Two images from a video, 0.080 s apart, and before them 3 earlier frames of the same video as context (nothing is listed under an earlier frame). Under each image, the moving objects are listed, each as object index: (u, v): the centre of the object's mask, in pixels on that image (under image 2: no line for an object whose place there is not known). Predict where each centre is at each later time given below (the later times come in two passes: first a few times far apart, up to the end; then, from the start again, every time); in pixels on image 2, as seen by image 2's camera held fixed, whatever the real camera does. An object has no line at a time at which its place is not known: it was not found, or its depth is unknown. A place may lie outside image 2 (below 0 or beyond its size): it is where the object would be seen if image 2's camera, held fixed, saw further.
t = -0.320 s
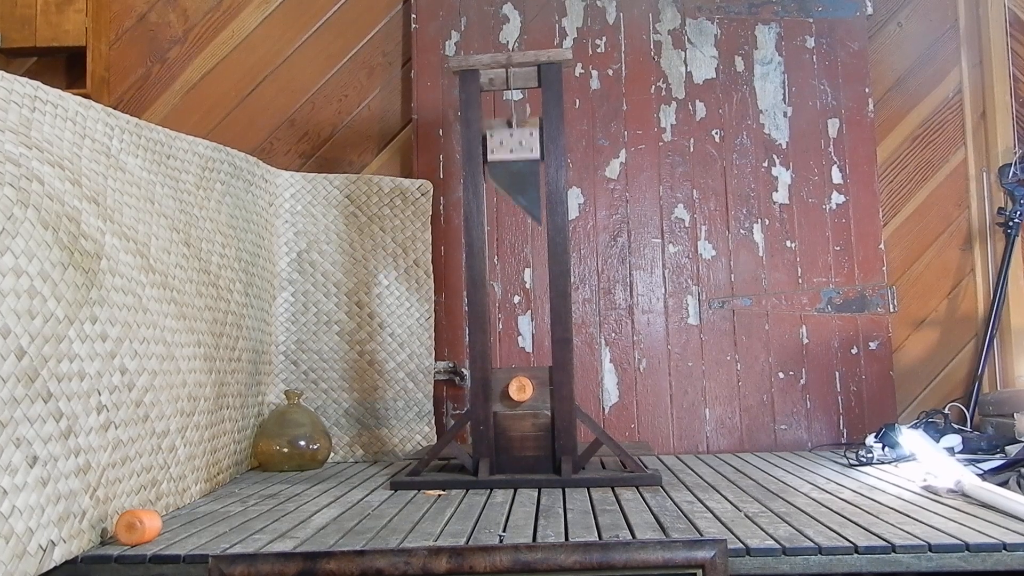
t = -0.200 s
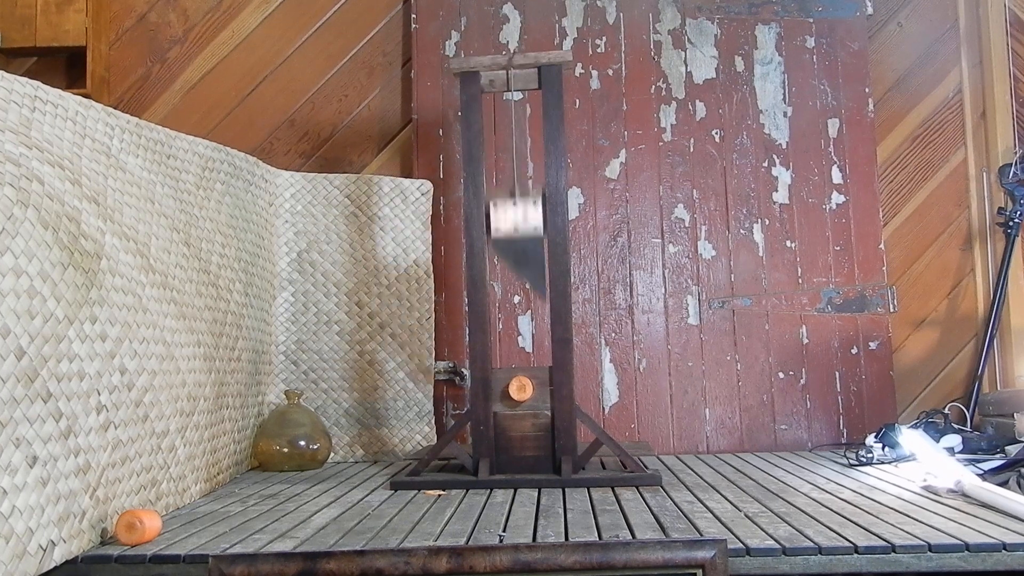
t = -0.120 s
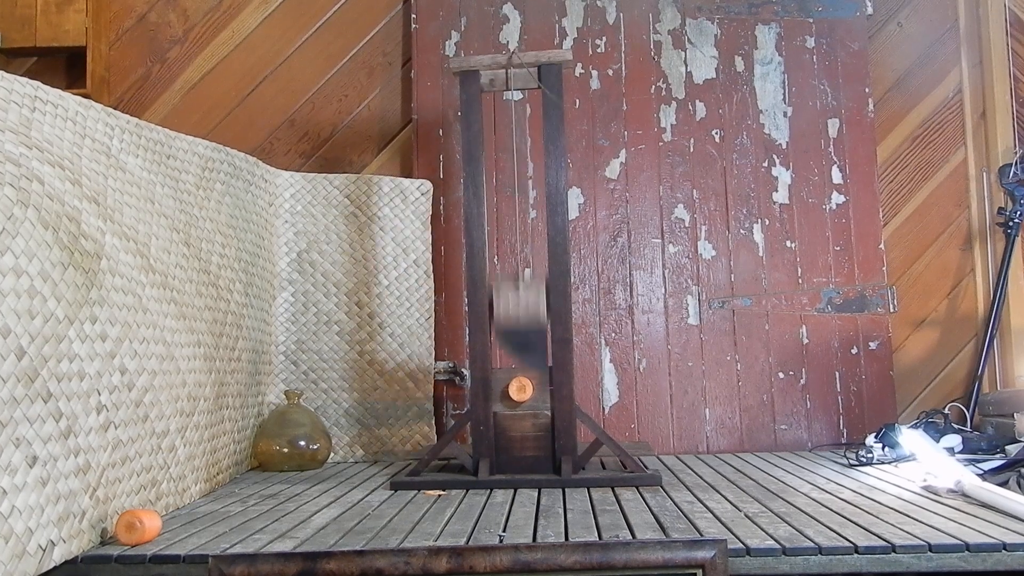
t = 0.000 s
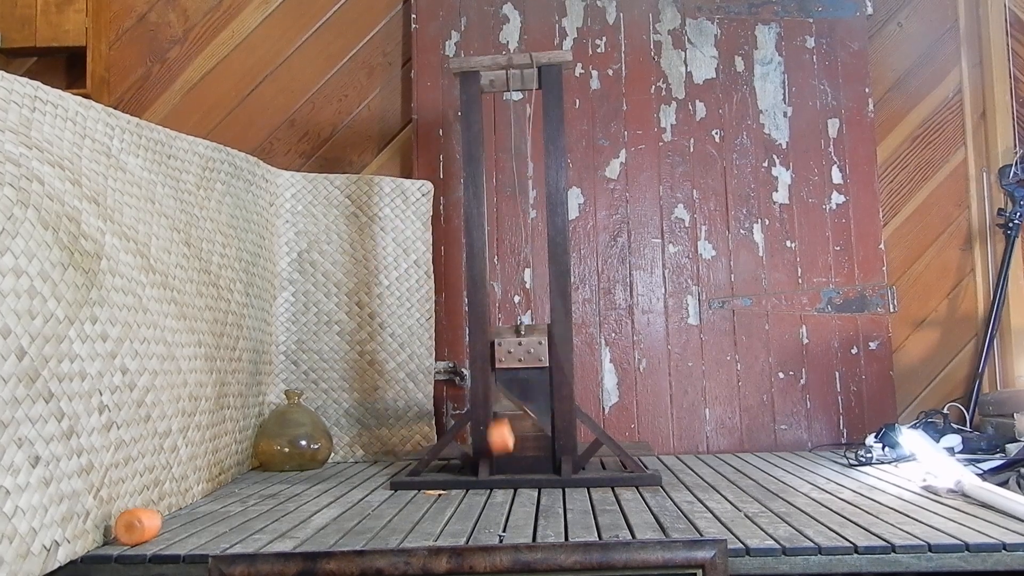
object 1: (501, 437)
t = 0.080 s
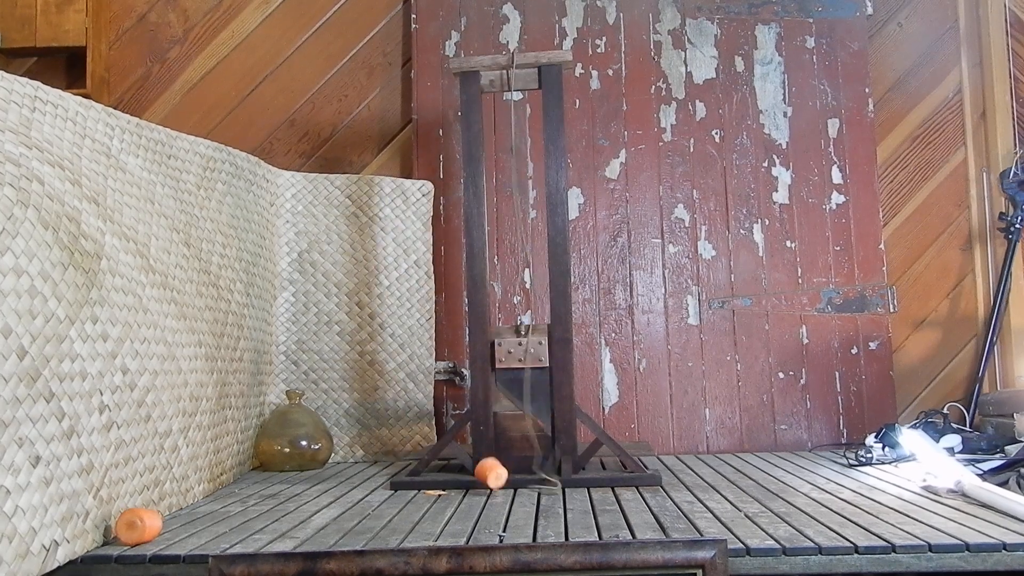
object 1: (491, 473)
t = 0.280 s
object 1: (498, 489)
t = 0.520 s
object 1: (502, 501)
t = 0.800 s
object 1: (529, 508)
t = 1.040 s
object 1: (546, 511)
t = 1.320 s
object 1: (565, 514)
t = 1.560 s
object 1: (573, 513)
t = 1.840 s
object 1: (572, 513)
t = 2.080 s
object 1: (565, 513)
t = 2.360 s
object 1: (556, 512)
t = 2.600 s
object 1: (551, 511)
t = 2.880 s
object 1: (557, 512)
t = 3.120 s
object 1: (559, 513)
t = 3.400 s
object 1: (558, 513)
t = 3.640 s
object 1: (557, 513)
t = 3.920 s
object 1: (558, 513)
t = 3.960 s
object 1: (558, 513)
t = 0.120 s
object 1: (491, 469)
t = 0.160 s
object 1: (492, 474)
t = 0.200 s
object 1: (493, 488)
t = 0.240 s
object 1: (495, 485)
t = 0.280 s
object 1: (498, 489)
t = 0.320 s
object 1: (499, 491)
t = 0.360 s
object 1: (498, 488)
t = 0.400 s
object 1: (498, 495)
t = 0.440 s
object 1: (498, 500)
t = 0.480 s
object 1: (500, 500)
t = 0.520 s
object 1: (502, 501)
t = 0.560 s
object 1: (503, 504)
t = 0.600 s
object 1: (507, 506)
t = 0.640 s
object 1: (512, 506)
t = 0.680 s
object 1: (516, 506)
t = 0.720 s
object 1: (523, 507)
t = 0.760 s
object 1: (527, 507)
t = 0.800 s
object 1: (529, 508)
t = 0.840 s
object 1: (532, 508)
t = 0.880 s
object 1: (534, 509)
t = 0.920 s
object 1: (537, 509)
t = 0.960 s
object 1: (539, 510)
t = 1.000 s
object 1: (542, 510)
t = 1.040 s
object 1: (546, 511)
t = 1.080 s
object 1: (551, 511)
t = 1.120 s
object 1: (554, 512)
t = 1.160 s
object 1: (558, 513)
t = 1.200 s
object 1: (562, 512)
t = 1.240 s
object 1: (564, 512)
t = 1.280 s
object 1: (565, 512)
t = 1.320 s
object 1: (565, 514)
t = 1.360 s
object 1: (569, 513)
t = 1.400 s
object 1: (570, 513)
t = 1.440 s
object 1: (572, 513)
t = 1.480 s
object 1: (572, 513)
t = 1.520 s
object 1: (573, 513)
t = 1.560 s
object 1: (573, 513)
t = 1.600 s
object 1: (573, 513)
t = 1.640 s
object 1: (573, 513)
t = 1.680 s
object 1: (573, 513)
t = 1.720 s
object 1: (573, 513)
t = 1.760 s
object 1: (573, 513)
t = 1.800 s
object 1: (572, 513)
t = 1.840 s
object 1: (572, 513)
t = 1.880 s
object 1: (571, 513)
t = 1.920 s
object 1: (570, 513)
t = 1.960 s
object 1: (569, 513)
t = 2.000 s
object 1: (567, 513)
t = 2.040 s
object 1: (566, 513)
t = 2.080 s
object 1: (565, 513)
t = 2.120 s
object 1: (564, 513)
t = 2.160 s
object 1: (563, 513)
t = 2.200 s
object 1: (562, 513)
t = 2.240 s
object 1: (561, 512)
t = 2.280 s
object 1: (560, 512)
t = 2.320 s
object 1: (558, 512)
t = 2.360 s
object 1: (556, 512)
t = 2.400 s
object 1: (554, 512)
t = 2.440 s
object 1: (553, 512)
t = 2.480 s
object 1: (552, 511)
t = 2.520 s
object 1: (551, 511)
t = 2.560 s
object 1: (551, 511)
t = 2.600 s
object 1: (551, 511)
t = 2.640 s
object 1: (552, 511)
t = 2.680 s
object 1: (552, 511)
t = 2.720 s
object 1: (553, 512)
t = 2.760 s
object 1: (554, 512)
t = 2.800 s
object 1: (555, 512)
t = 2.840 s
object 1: (556, 512)
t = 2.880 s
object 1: (557, 512)
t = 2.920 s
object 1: (557, 512)
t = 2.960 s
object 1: (558, 512)
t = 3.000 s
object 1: (558, 512)
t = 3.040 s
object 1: (559, 512)
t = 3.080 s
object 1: (559, 512)
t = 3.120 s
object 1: (559, 513)
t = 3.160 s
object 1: (558, 513)
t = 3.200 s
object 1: (558, 513)
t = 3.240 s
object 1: (558, 513)
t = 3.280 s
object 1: (558, 513)
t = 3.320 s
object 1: (558, 513)
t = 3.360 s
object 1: (558, 513)
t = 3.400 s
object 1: (558, 513)
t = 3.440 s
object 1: (558, 513)
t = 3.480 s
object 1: (558, 513)
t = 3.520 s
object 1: (558, 513)
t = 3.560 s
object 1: (558, 513)
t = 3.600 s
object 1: (558, 513)
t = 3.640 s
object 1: (557, 513)
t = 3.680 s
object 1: (558, 512)
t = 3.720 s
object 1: (558, 512)
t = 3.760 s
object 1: (558, 513)
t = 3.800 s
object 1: (557, 512)
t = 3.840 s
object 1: (557, 513)
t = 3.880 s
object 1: (558, 513)
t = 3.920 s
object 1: (558, 513)
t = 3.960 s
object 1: (558, 513)
